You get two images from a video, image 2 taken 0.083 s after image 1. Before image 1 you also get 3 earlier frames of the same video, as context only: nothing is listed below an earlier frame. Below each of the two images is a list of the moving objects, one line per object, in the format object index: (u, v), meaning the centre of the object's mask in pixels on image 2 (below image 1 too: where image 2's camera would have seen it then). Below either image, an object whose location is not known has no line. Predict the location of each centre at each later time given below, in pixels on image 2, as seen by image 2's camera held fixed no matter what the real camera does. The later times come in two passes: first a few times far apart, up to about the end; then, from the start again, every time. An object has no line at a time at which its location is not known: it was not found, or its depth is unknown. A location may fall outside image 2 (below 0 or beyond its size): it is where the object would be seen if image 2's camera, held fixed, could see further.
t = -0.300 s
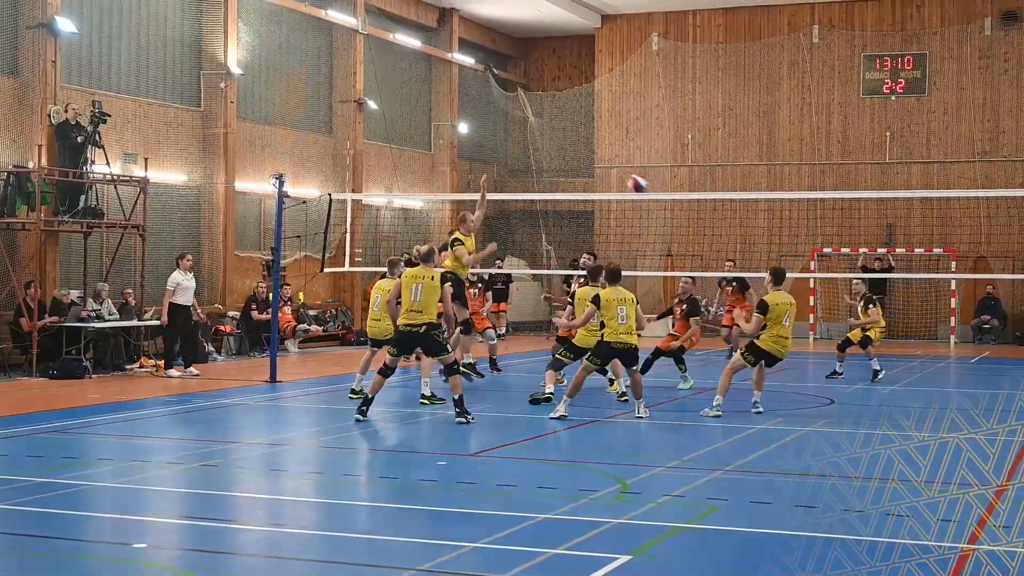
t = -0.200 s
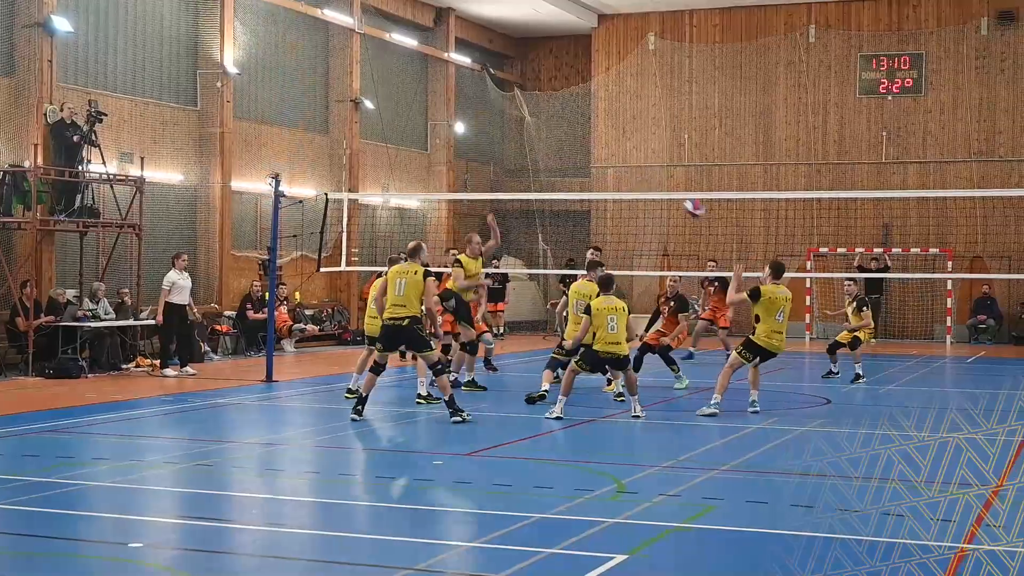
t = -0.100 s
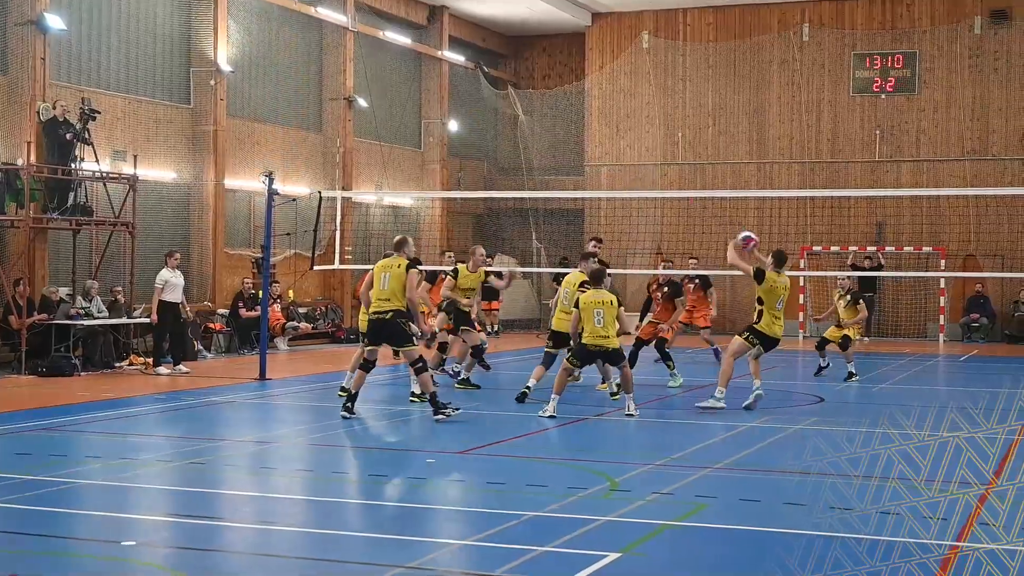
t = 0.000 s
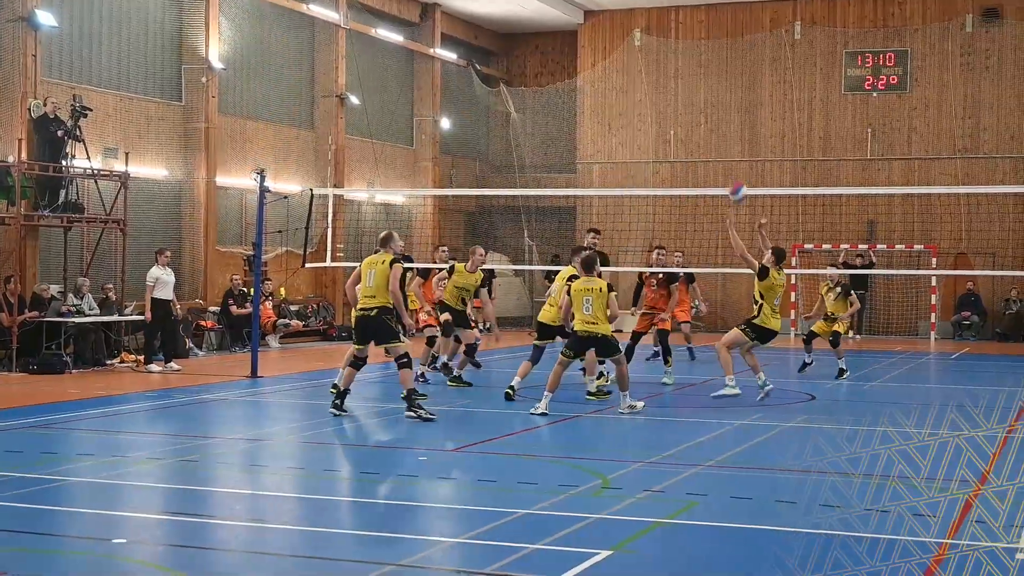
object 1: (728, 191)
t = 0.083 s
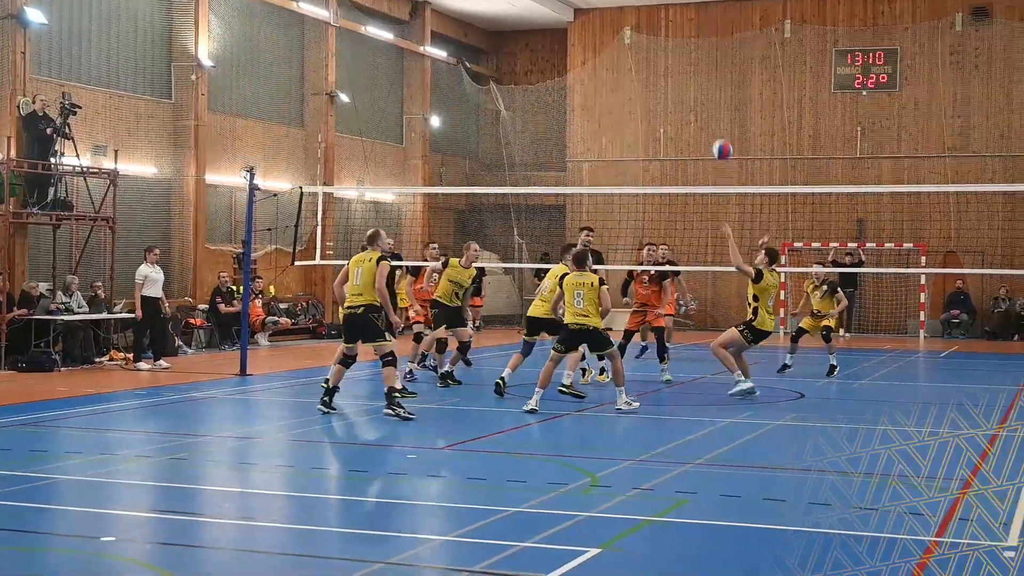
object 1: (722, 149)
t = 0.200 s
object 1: (714, 104)
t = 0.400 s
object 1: (702, 55)
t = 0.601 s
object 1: (688, 41)
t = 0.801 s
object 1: (672, 65)
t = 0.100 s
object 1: (722, 142)
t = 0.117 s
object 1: (720, 136)
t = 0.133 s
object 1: (719, 129)
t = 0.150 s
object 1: (718, 123)
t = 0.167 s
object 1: (717, 116)
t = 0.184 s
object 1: (715, 110)
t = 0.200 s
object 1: (714, 104)
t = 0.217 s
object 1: (714, 99)
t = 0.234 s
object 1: (713, 94)
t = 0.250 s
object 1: (712, 89)
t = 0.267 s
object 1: (710, 84)
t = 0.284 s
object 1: (709, 79)
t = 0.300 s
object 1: (709, 74)
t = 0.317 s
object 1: (707, 70)
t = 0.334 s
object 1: (706, 66)
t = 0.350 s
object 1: (705, 64)
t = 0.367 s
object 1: (704, 61)
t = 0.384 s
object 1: (703, 57)
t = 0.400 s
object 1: (702, 55)
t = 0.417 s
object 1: (701, 52)
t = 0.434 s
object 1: (700, 50)
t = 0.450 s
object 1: (699, 47)
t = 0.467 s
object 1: (698, 46)
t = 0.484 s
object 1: (697, 44)
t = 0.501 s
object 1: (696, 43)
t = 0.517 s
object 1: (695, 43)
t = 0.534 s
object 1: (694, 42)
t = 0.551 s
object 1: (693, 41)
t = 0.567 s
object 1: (691, 41)
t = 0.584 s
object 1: (690, 41)
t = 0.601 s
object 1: (688, 41)
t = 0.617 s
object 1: (687, 42)
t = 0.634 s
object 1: (686, 43)
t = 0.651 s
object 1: (685, 44)
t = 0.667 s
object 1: (683, 45)
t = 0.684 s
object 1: (682, 46)
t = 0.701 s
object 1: (681, 48)
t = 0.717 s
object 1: (680, 50)
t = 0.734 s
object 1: (679, 52)
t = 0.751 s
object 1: (677, 55)
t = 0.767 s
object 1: (675, 58)
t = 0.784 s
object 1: (674, 62)
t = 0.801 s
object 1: (672, 65)
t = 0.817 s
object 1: (671, 69)
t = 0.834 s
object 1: (670, 72)
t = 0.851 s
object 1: (668, 77)
